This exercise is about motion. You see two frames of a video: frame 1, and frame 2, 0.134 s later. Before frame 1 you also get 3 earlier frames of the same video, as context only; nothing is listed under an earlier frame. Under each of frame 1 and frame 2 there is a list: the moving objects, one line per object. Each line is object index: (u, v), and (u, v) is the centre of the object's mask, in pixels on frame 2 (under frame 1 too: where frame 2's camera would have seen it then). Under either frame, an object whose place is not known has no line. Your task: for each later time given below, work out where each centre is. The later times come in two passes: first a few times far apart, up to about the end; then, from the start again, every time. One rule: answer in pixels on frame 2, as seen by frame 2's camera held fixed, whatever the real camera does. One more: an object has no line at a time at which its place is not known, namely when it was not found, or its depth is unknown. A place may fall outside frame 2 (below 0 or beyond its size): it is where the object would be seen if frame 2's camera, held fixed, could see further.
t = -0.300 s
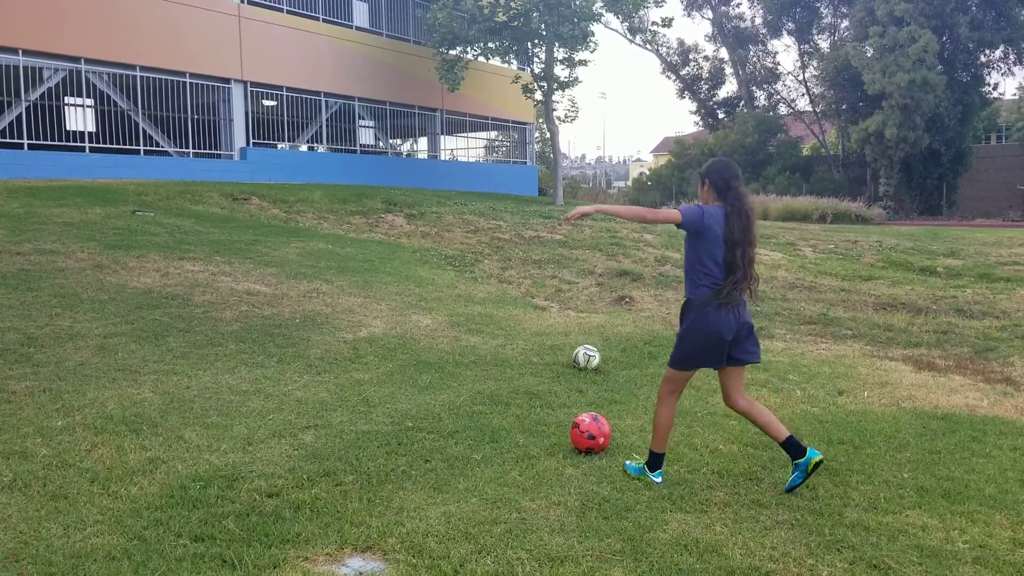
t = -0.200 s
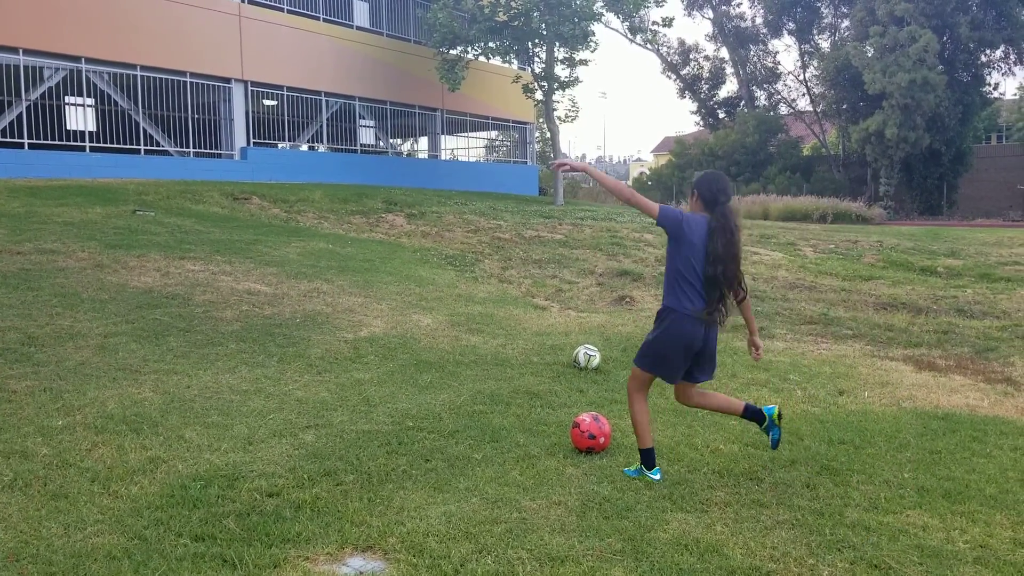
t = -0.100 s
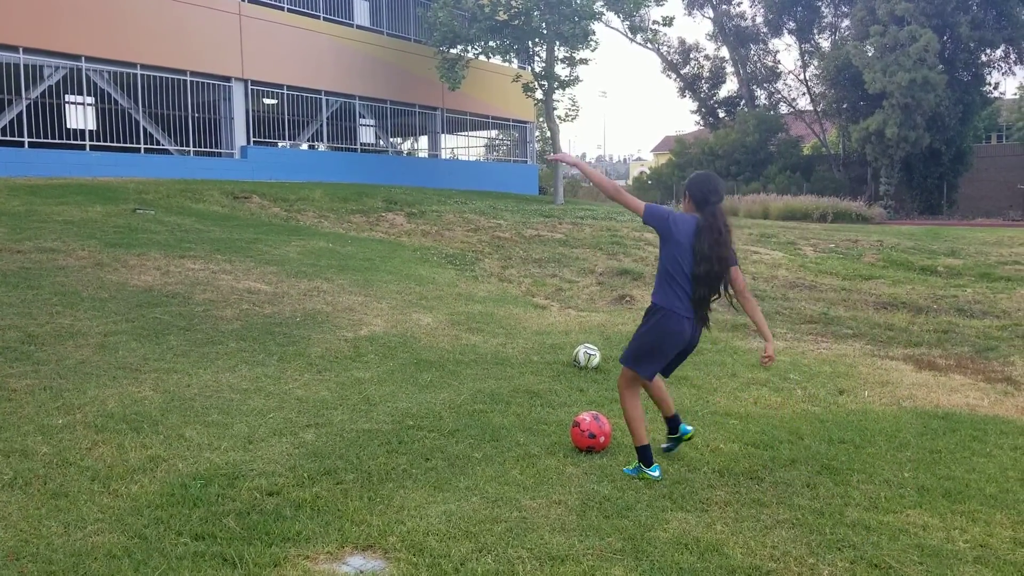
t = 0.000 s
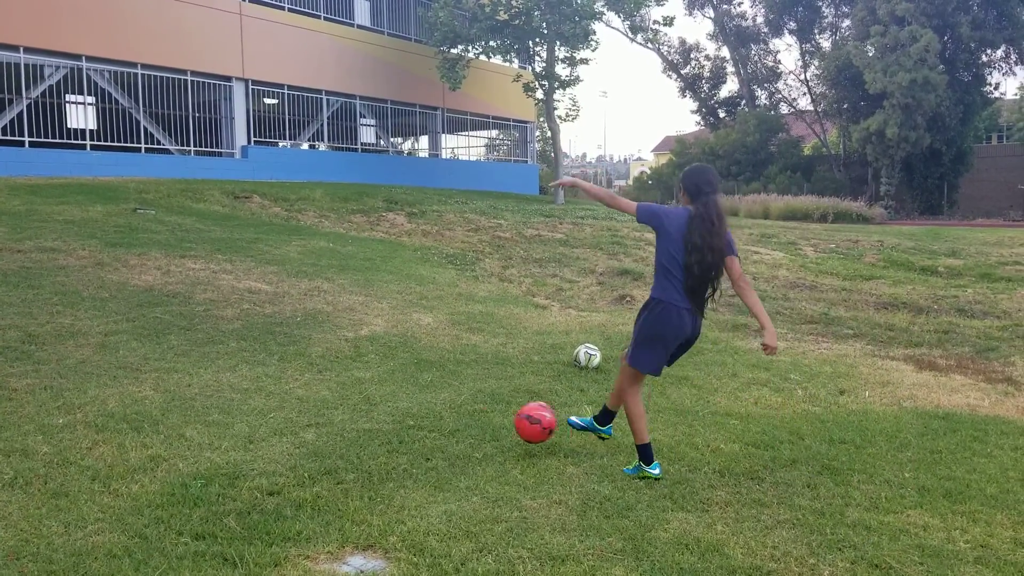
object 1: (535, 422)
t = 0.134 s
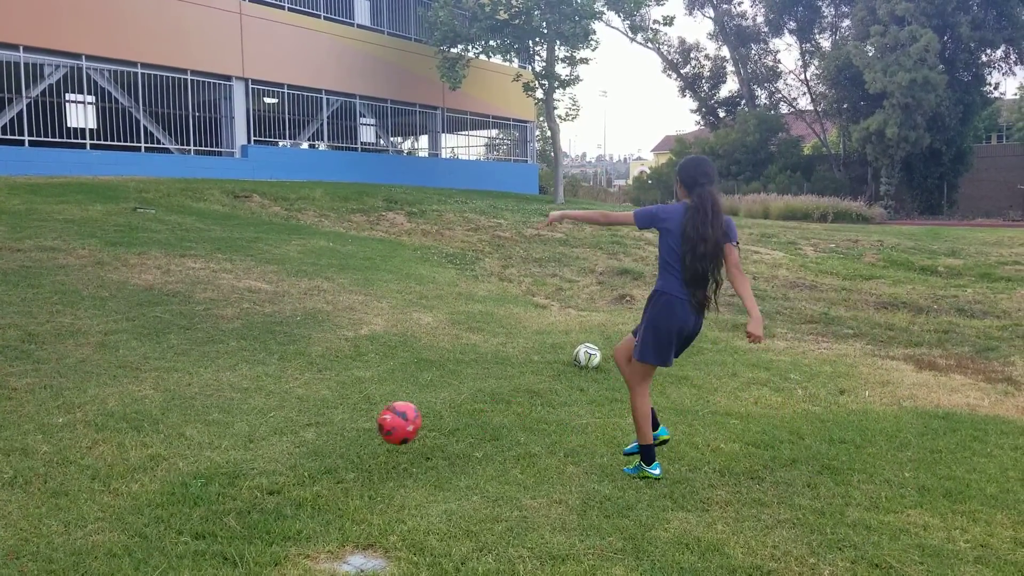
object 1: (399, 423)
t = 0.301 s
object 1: (243, 444)
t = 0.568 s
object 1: (72, 456)
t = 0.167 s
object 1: (364, 429)
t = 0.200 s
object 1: (329, 437)
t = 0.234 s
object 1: (294, 448)
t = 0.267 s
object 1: (264, 451)
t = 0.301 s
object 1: (243, 444)
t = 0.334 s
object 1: (221, 438)
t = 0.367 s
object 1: (200, 436)
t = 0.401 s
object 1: (178, 435)
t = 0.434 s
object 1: (156, 437)
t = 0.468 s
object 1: (134, 441)
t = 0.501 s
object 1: (113, 448)
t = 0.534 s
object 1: (92, 455)
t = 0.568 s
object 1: (72, 456)
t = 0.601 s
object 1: (53, 453)
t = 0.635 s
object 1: (35, 452)
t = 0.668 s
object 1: (21, 451)
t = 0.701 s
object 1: (12, 452)
